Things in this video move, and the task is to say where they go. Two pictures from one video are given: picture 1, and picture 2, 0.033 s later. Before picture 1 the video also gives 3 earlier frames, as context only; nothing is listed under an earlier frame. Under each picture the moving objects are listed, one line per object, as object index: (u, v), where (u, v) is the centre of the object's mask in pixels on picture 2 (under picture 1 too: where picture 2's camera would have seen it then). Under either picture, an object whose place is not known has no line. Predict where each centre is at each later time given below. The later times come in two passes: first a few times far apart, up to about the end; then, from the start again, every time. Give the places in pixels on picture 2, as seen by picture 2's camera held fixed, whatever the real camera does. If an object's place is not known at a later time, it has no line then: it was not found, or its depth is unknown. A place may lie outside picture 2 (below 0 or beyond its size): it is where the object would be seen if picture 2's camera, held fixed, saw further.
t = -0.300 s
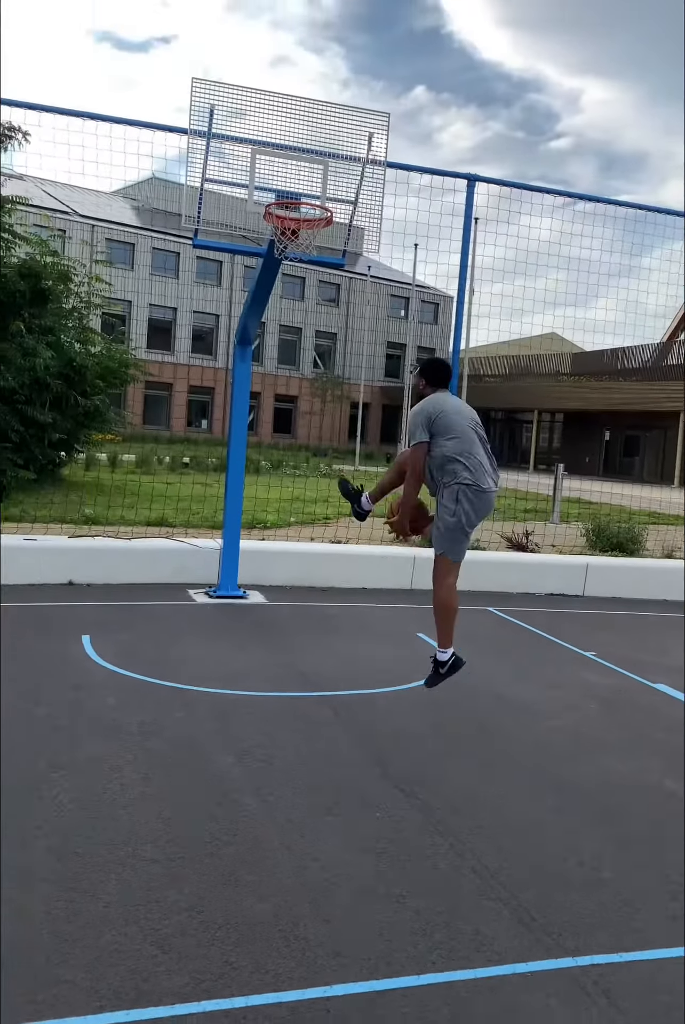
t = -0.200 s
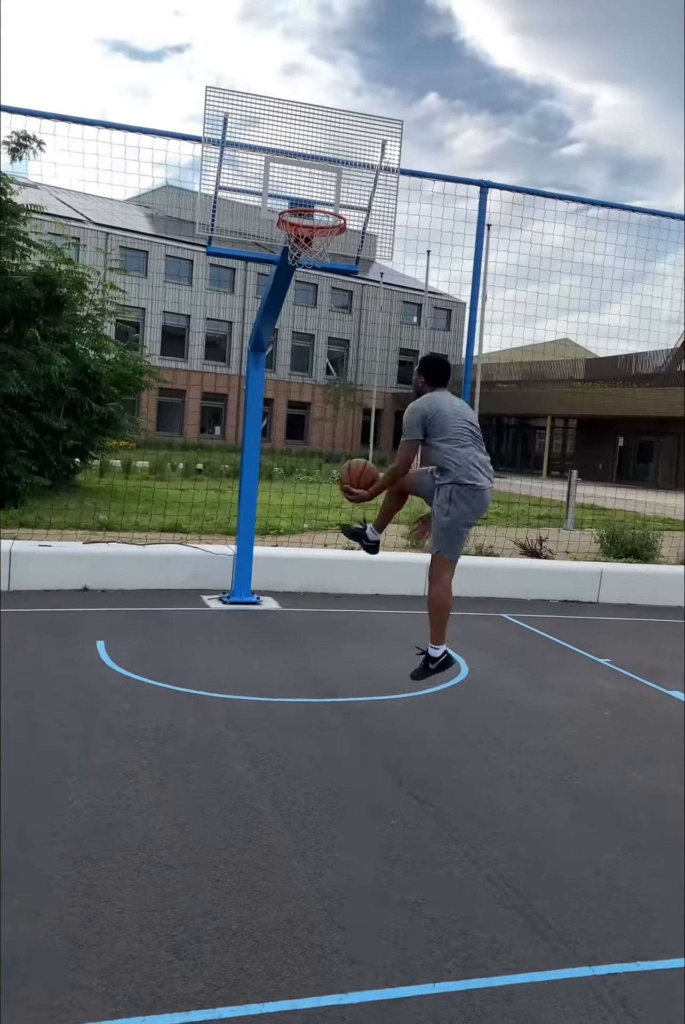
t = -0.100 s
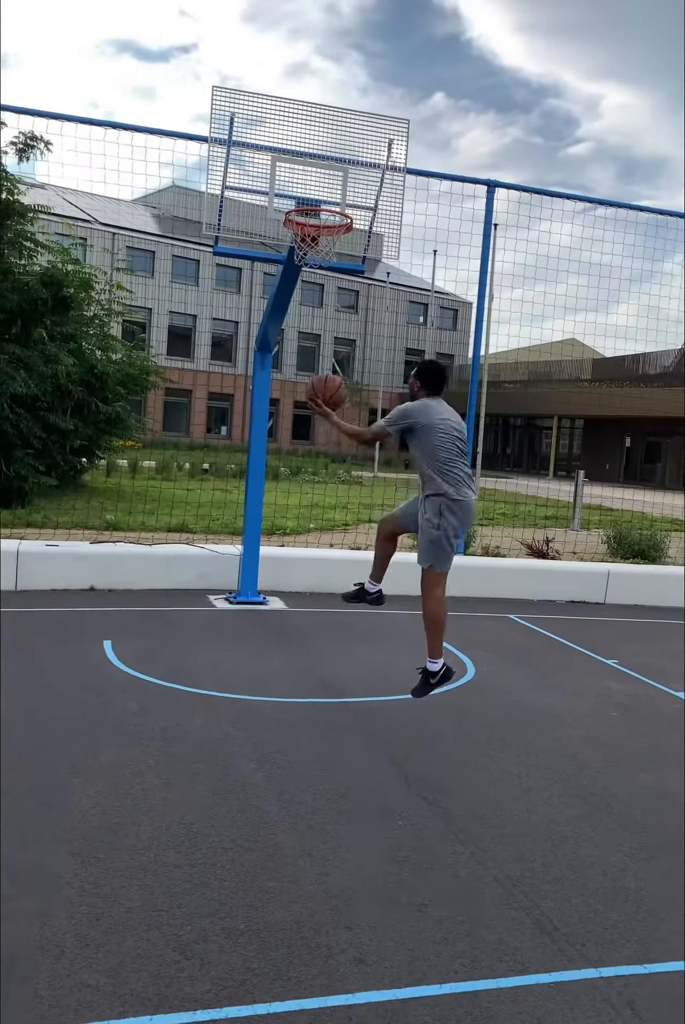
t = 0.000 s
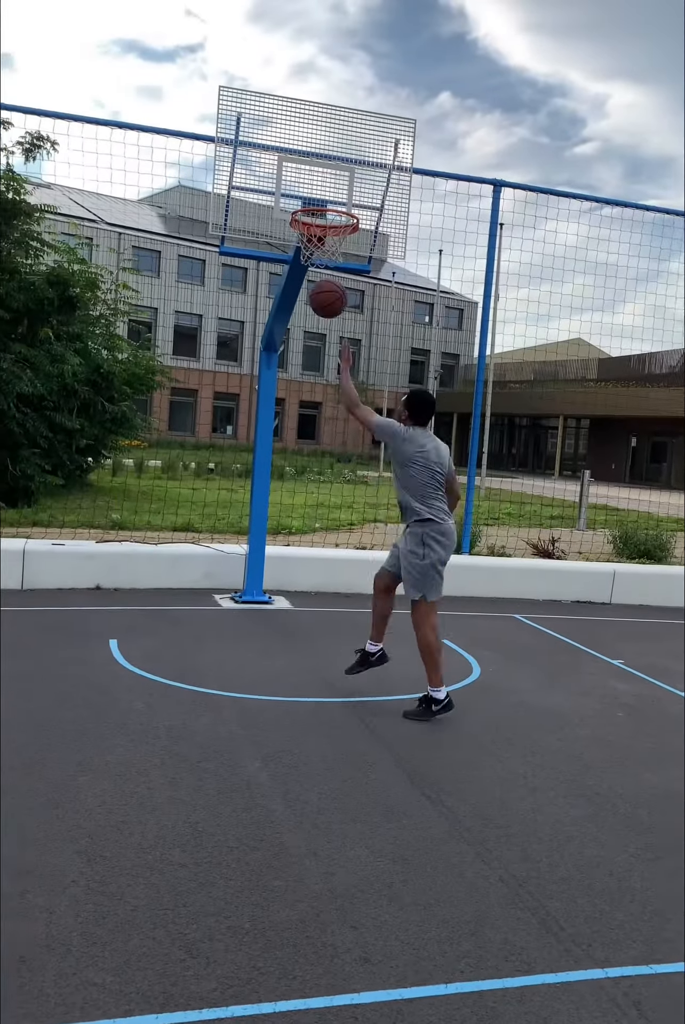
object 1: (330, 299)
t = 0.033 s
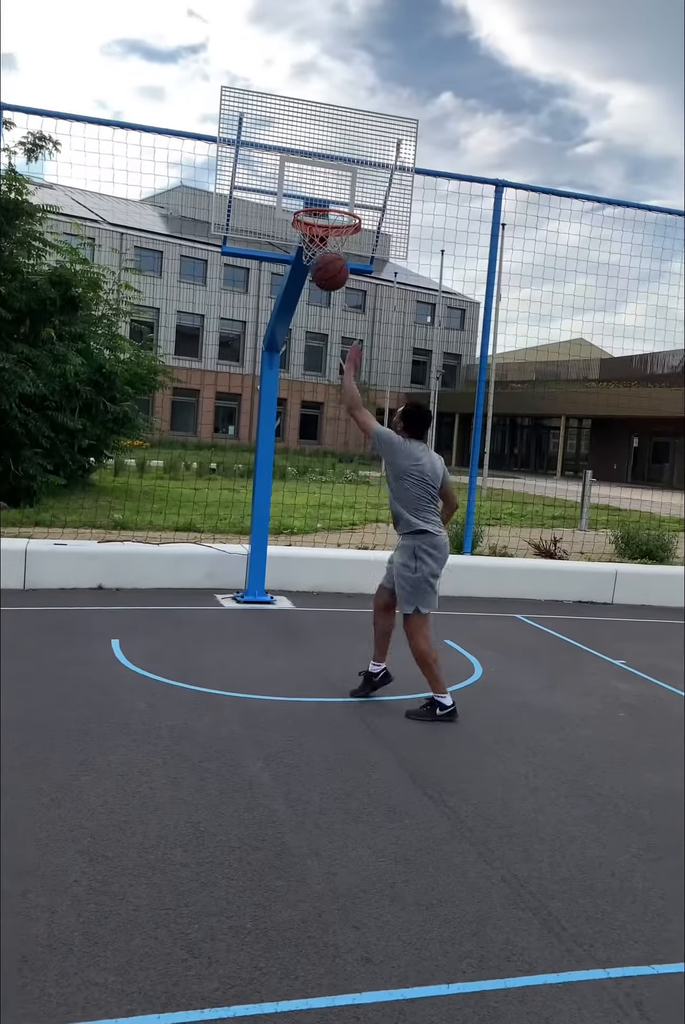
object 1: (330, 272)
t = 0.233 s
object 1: (325, 155)
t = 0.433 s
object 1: (317, 110)
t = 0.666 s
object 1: (304, 133)
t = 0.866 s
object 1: (313, 172)
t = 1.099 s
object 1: (340, 210)
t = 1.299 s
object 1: (314, 203)
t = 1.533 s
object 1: (324, 209)
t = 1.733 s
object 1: (333, 240)
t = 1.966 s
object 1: (328, 302)
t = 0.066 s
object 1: (330, 246)
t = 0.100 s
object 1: (328, 224)
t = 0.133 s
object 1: (328, 203)
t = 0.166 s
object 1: (327, 185)
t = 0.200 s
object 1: (326, 169)
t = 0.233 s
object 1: (325, 155)
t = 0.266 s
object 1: (324, 142)
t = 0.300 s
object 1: (322, 132)
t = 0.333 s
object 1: (321, 124)
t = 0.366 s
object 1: (319, 118)
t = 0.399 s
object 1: (318, 113)
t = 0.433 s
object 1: (317, 110)
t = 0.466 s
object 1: (315, 109)
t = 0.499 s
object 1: (313, 109)
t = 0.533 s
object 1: (312, 111)
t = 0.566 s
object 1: (310, 115)
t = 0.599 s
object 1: (308, 119)
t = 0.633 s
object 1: (306, 126)
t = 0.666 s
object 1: (304, 133)
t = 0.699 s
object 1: (301, 143)
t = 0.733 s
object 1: (302, 148)
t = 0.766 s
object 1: (305, 151)
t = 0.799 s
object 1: (308, 157)
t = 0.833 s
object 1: (310, 163)
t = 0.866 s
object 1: (313, 172)
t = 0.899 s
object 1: (315, 181)
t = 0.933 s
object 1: (317, 193)
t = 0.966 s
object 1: (321, 202)
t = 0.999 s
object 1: (326, 202)
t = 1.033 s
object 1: (331, 204)
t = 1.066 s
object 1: (336, 207)
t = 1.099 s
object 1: (340, 210)
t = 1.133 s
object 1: (341, 203)
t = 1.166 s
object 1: (335, 207)
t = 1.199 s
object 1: (329, 204)
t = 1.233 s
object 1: (324, 202)
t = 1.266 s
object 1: (319, 203)
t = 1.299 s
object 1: (314, 203)
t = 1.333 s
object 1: (310, 201)
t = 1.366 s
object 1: (313, 201)
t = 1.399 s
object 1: (315, 198)
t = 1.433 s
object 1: (317, 198)
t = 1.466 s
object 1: (319, 200)
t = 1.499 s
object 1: (321, 203)
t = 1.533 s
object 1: (324, 209)
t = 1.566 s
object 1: (325, 215)
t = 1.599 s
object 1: (328, 221)
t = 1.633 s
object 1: (329, 227)
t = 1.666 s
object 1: (332, 231)
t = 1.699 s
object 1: (334, 235)
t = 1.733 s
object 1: (333, 240)
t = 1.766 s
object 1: (335, 247)
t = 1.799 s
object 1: (334, 253)
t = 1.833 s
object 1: (333, 257)
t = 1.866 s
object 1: (331, 270)
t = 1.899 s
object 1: (330, 277)
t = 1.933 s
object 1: (329, 289)
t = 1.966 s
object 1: (328, 302)
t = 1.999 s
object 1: (327, 317)
